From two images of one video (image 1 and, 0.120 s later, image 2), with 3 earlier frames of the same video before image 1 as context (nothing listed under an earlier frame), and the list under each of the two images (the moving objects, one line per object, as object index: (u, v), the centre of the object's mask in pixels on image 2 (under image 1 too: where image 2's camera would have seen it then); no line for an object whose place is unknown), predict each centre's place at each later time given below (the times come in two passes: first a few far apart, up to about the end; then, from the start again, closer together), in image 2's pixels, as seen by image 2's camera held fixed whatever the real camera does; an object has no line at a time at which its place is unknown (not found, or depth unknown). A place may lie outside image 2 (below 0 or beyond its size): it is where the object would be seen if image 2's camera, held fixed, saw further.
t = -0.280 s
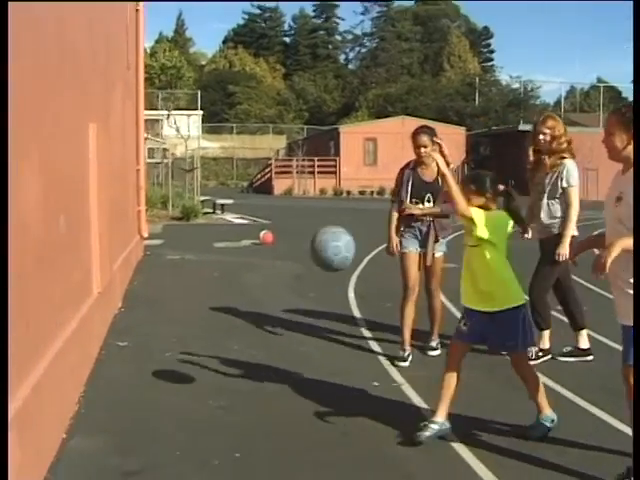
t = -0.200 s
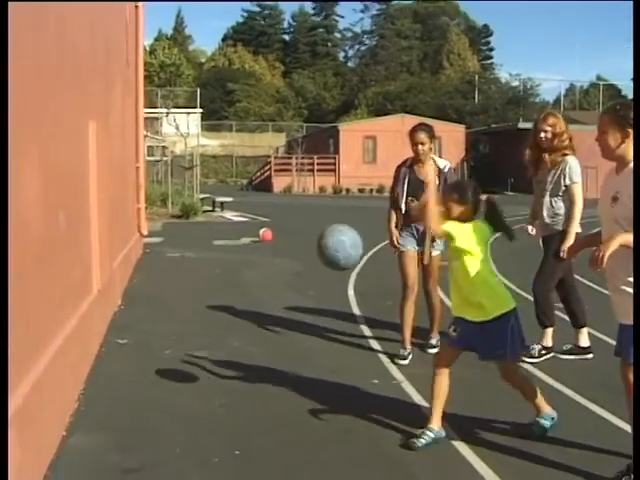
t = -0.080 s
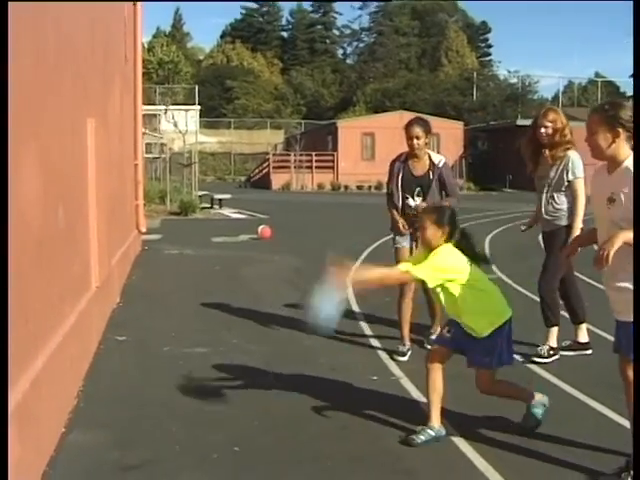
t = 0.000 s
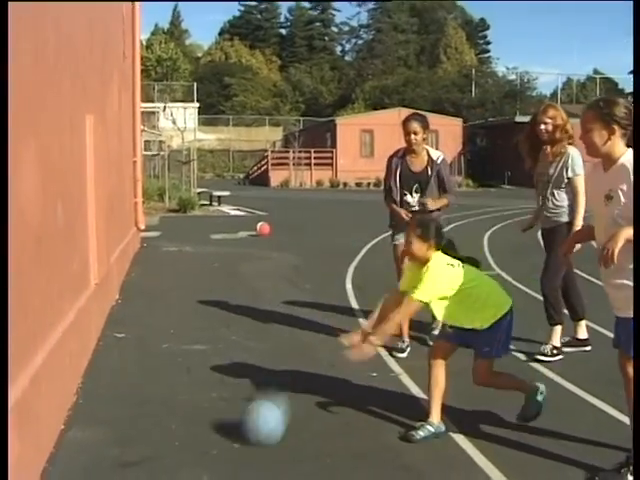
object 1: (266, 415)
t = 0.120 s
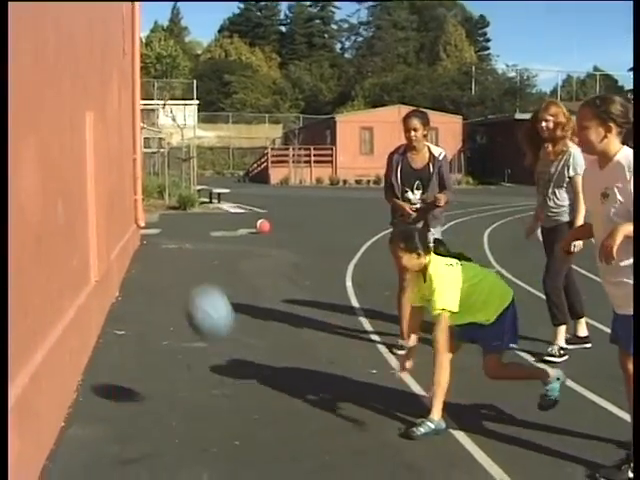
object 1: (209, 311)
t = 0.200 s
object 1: (174, 248)
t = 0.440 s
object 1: (68, 140)
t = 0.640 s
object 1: (102, 113)
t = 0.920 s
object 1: (187, 207)
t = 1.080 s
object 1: (240, 329)
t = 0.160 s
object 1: (192, 278)
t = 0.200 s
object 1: (174, 248)
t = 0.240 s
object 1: (158, 223)
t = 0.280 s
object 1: (140, 199)
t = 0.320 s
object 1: (121, 178)
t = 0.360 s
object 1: (103, 162)
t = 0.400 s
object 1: (85, 150)
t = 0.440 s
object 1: (68, 140)
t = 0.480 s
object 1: (55, 133)
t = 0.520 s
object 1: (65, 123)
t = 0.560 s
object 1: (77, 116)
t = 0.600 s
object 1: (90, 113)
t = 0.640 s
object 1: (102, 113)
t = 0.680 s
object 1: (115, 116)
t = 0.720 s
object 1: (126, 123)
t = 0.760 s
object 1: (138, 135)
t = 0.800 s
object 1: (152, 147)
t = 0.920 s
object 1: (187, 207)
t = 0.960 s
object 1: (201, 234)
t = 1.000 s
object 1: (213, 263)
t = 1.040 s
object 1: (227, 294)
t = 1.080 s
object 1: (240, 329)
